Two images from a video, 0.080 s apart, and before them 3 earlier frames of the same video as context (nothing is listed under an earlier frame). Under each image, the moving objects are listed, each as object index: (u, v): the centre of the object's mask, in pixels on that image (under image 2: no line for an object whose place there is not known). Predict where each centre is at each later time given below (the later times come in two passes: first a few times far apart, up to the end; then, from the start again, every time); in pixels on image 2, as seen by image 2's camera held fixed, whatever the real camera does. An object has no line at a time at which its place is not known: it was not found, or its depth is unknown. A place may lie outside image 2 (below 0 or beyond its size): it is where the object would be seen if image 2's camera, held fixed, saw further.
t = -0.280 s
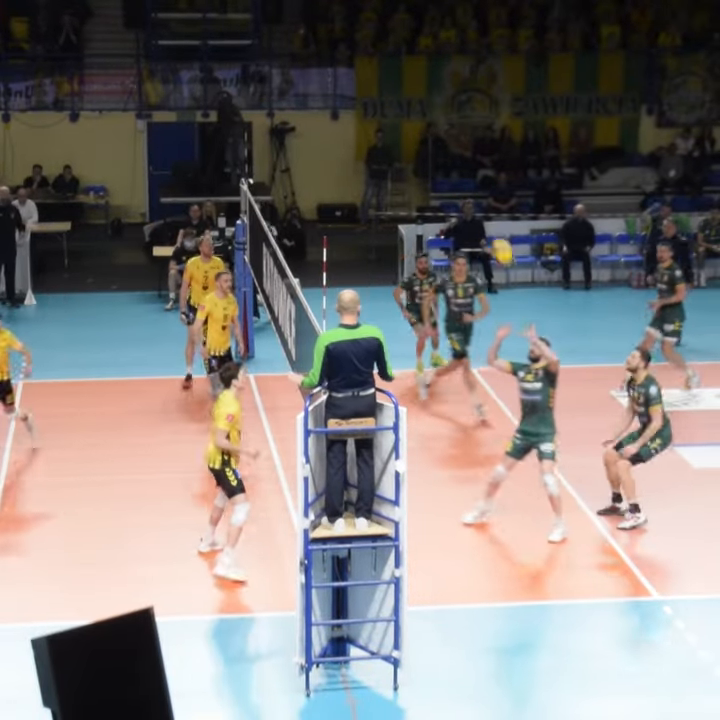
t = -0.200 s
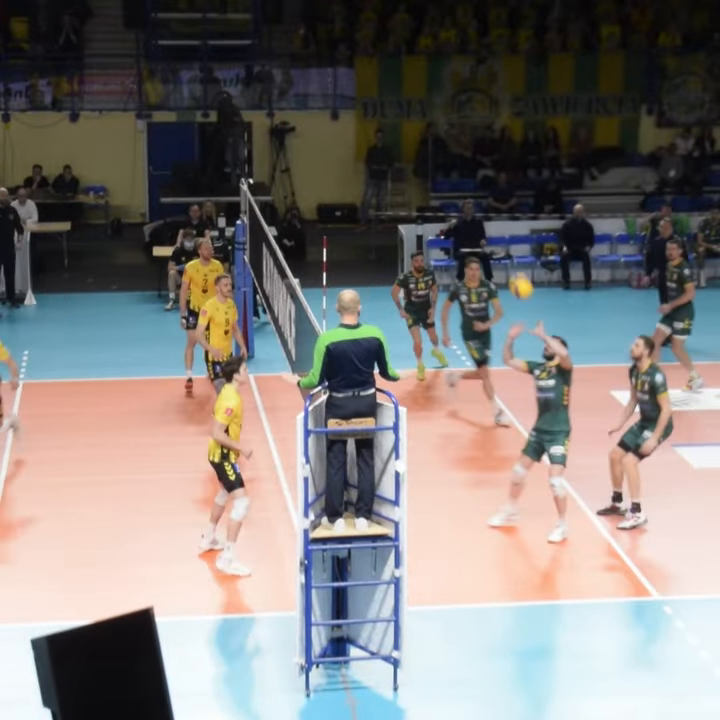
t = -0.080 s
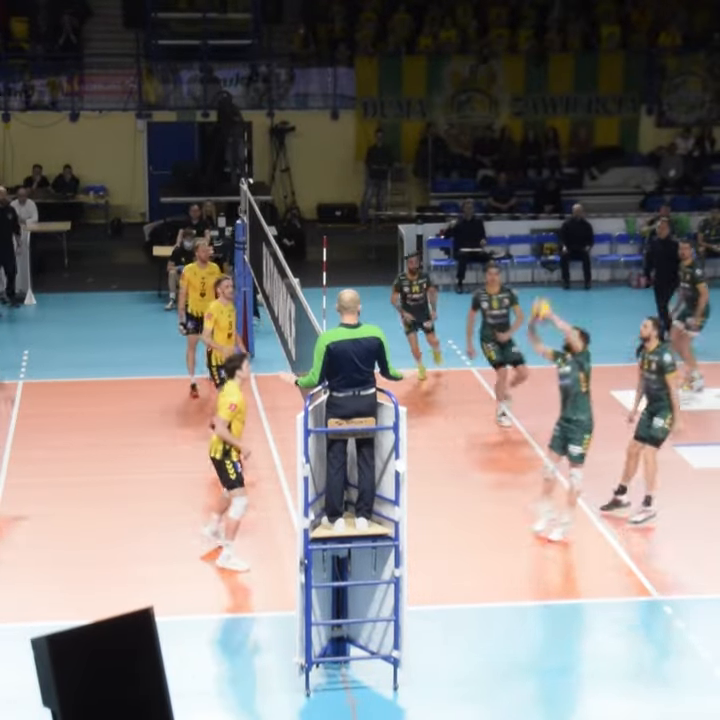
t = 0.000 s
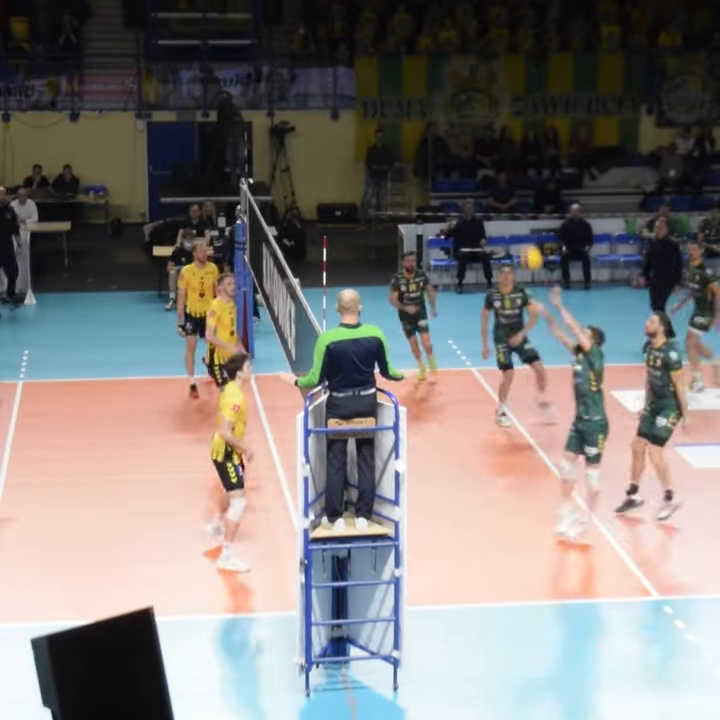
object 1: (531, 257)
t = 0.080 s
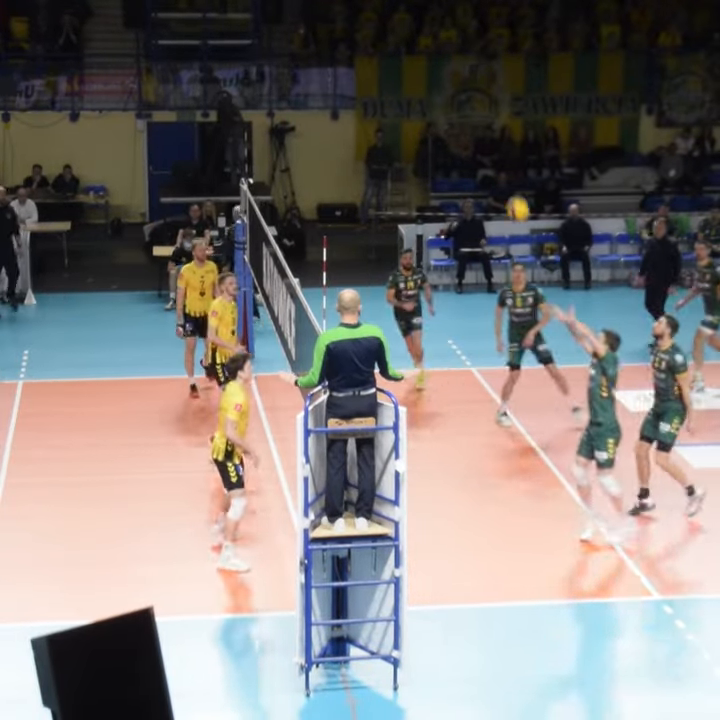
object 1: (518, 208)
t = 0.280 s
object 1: (485, 121)
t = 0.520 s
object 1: (447, 73)
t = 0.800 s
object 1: (405, 90)
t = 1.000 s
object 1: (377, 145)
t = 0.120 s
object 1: (511, 188)
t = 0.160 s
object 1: (505, 169)
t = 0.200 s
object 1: (498, 151)
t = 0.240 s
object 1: (492, 136)
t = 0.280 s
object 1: (485, 121)
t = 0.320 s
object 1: (479, 109)
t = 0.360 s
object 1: (472, 99)
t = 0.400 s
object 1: (466, 90)
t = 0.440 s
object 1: (459, 82)
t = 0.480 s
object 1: (453, 76)
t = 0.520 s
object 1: (447, 73)
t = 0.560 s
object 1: (441, 71)
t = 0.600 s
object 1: (435, 70)
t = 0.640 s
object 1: (429, 71)
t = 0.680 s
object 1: (423, 73)
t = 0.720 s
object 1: (417, 77)
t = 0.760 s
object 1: (410, 83)
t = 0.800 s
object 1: (405, 90)
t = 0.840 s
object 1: (399, 98)
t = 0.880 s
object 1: (393, 107)
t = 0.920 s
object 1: (388, 119)
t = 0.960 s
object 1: (382, 130)
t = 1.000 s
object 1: (377, 145)
